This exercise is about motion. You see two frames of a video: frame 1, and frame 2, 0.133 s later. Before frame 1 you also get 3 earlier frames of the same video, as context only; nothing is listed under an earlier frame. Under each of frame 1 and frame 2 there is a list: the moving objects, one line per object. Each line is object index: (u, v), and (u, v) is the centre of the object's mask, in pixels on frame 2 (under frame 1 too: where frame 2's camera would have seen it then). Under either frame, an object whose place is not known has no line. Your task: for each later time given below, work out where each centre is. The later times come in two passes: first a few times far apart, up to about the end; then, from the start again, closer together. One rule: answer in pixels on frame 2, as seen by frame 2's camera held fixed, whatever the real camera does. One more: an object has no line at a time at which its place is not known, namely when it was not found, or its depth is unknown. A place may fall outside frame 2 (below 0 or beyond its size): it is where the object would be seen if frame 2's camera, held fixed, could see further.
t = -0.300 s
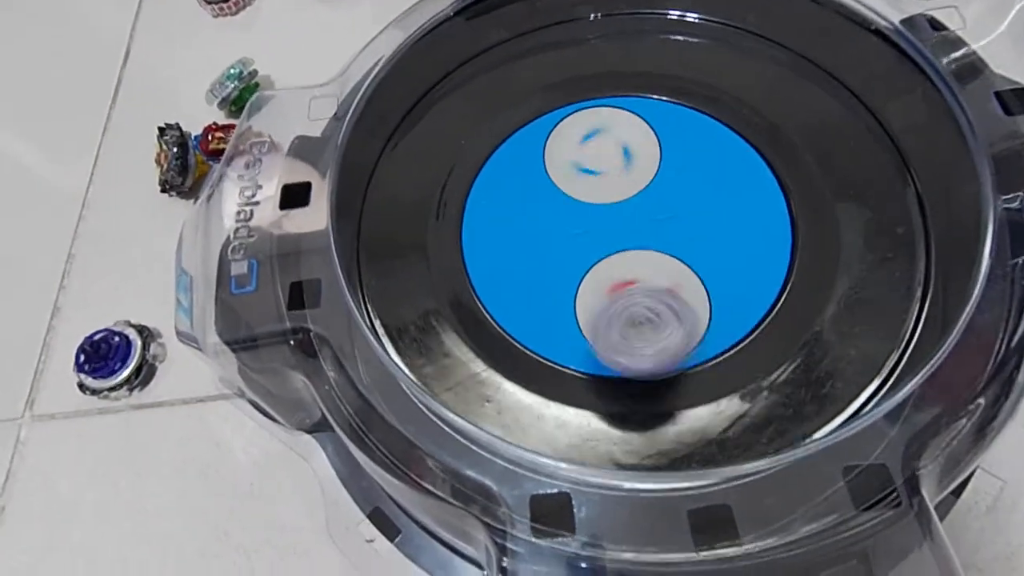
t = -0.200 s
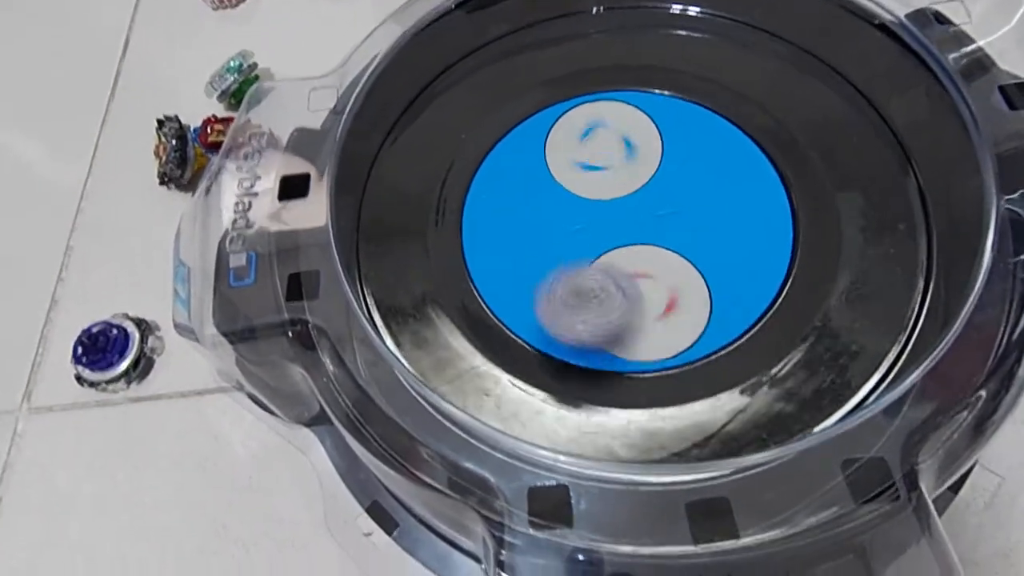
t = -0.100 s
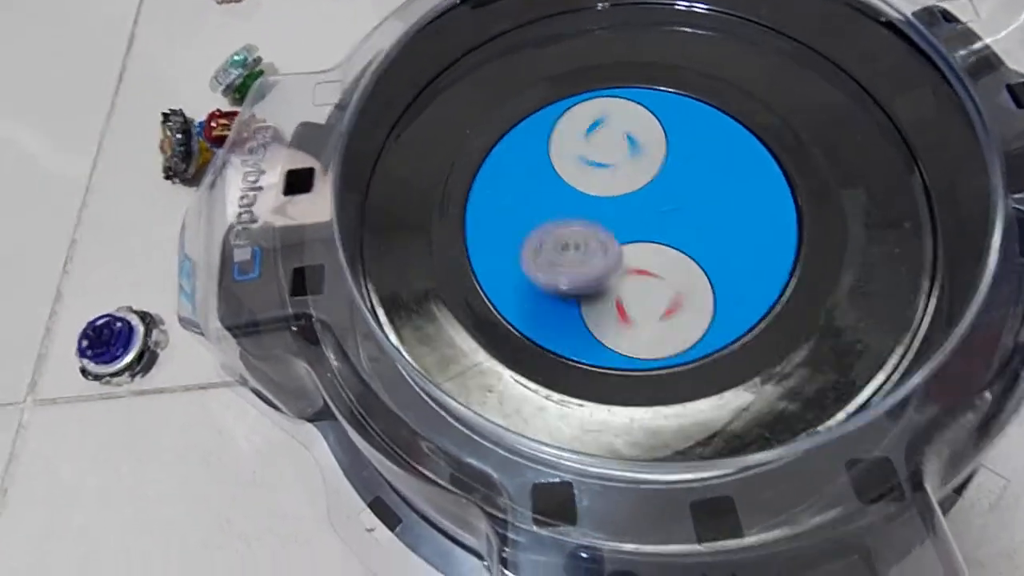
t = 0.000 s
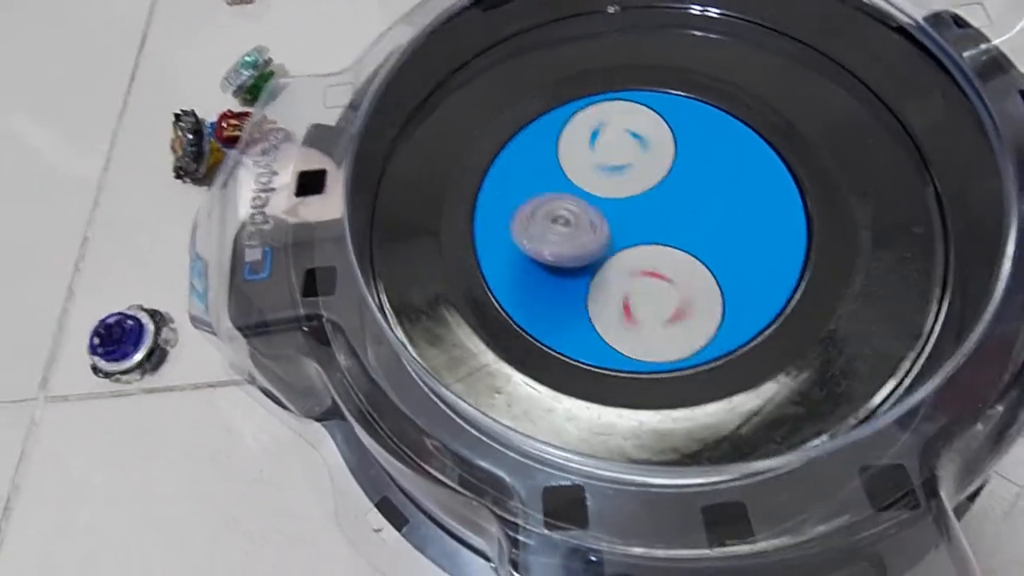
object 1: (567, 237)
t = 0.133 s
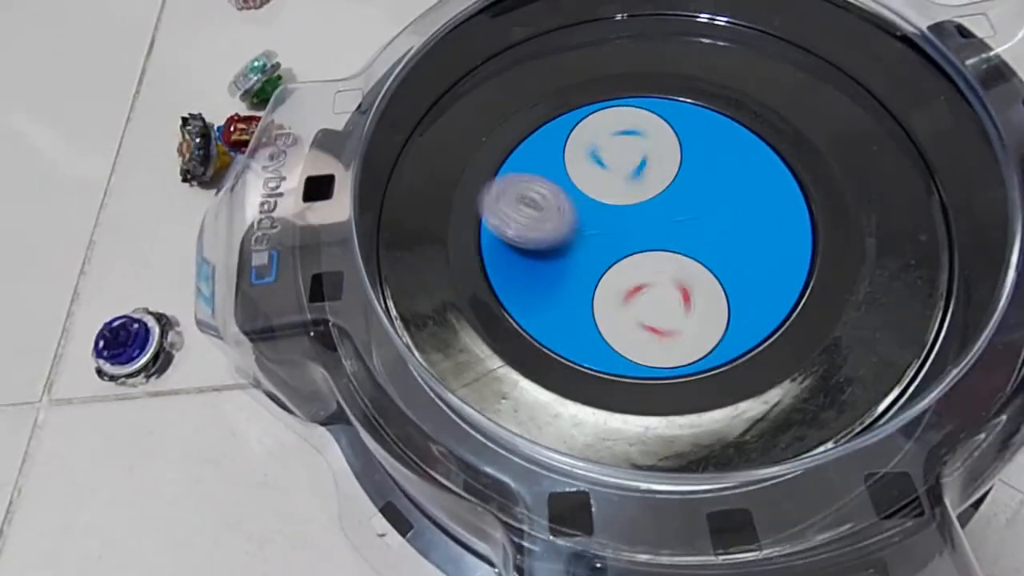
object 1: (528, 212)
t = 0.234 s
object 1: (505, 190)
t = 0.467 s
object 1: (516, 150)
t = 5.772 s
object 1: (759, 246)
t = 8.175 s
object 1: (713, 301)
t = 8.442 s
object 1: (574, 285)
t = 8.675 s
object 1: (557, 227)
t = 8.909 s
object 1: (593, 177)
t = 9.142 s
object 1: (712, 175)
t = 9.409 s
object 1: (799, 196)
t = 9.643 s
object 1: (804, 246)
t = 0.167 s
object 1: (519, 205)
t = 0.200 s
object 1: (512, 198)
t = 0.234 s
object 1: (505, 190)
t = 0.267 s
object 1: (500, 182)
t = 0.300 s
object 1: (497, 175)
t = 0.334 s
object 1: (496, 169)
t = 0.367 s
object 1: (501, 165)
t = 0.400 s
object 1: (507, 161)
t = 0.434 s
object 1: (512, 156)
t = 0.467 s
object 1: (516, 150)
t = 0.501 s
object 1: (519, 143)
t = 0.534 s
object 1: (524, 136)
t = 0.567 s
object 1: (529, 129)
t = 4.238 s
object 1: (708, 336)
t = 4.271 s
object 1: (695, 338)
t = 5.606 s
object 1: (709, 208)
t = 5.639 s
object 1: (721, 214)
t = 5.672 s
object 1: (732, 221)
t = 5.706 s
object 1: (742, 230)
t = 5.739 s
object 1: (751, 238)
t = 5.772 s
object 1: (759, 246)
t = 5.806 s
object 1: (767, 256)
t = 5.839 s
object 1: (774, 267)
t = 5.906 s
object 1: (782, 289)
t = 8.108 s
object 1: (739, 297)
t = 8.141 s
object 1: (726, 299)
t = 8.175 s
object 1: (713, 301)
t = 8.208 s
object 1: (697, 308)
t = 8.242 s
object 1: (678, 315)
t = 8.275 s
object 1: (651, 319)
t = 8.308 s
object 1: (624, 316)
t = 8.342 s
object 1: (604, 308)
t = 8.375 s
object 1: (590, 299)
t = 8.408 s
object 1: (581, 291)
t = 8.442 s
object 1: (574, 285)
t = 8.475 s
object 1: (568, 278)
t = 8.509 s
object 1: (562, 270)
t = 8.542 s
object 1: (559, 262)
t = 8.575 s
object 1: (557, 254)
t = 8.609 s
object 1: (556, 245)
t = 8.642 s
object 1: (556, 236)
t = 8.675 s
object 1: (557, 227)
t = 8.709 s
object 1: (559, 219)
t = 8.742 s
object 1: (562, 212)
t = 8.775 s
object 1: (567, 204)
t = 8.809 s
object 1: (572, 197)
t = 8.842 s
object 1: (579, 189)
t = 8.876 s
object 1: (585, 183)
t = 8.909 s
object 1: (593, 177)
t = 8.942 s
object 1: (603, 173)
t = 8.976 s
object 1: (615, 169)
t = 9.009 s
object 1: (631, 171)
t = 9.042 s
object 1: (651, 173)
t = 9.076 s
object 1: (675, 175)
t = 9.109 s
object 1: (695, 175)
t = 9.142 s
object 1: (712, 175)
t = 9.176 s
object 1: (726, 175)
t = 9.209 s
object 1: (737, 176)
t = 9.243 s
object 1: (750, 177)
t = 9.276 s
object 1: (761, 179)
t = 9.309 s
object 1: (772, 182)
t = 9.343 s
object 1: (781, 185)
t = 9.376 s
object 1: (790, 190)
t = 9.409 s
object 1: (799, 196)
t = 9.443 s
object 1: (806, 203)
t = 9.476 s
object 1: (811, 209)
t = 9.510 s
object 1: (811, 217)
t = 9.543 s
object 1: (808, 224)
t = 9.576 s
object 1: (806, 231)
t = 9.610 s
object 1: (805, 238)
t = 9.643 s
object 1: (804, 246)
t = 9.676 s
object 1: (801, 254)
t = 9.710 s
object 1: (796, 261)
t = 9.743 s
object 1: (790, 268)
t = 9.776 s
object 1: (782, 274)
